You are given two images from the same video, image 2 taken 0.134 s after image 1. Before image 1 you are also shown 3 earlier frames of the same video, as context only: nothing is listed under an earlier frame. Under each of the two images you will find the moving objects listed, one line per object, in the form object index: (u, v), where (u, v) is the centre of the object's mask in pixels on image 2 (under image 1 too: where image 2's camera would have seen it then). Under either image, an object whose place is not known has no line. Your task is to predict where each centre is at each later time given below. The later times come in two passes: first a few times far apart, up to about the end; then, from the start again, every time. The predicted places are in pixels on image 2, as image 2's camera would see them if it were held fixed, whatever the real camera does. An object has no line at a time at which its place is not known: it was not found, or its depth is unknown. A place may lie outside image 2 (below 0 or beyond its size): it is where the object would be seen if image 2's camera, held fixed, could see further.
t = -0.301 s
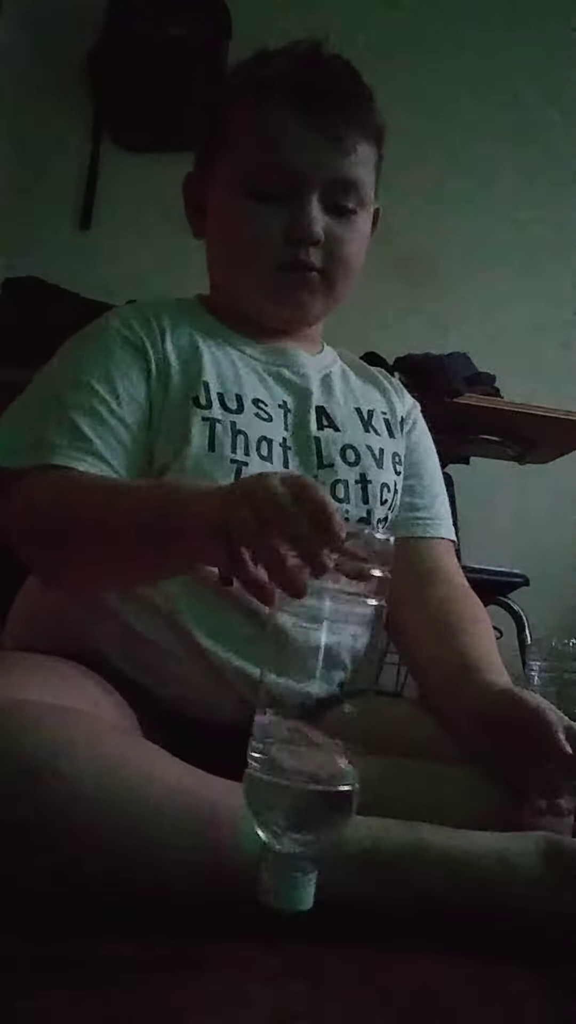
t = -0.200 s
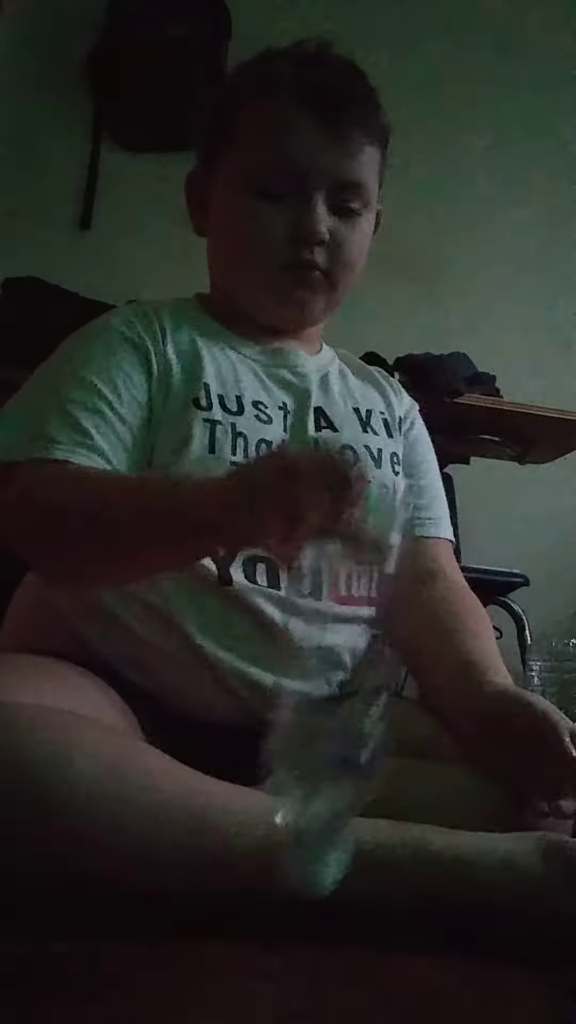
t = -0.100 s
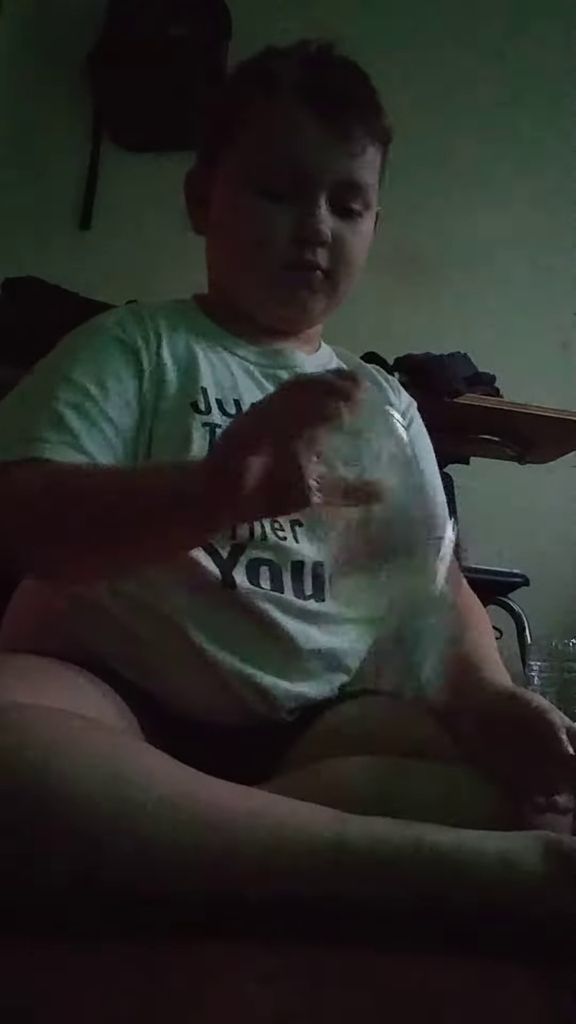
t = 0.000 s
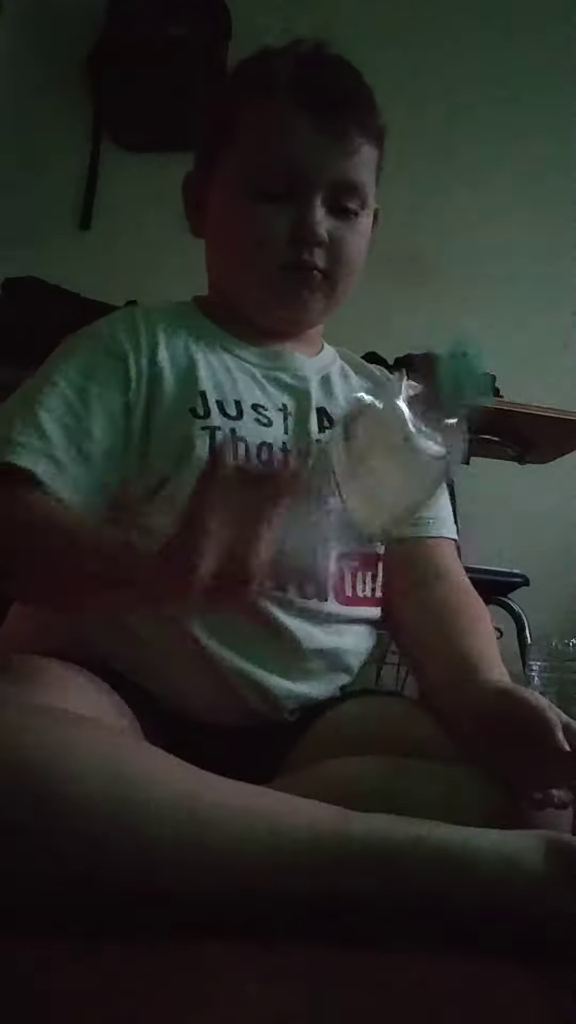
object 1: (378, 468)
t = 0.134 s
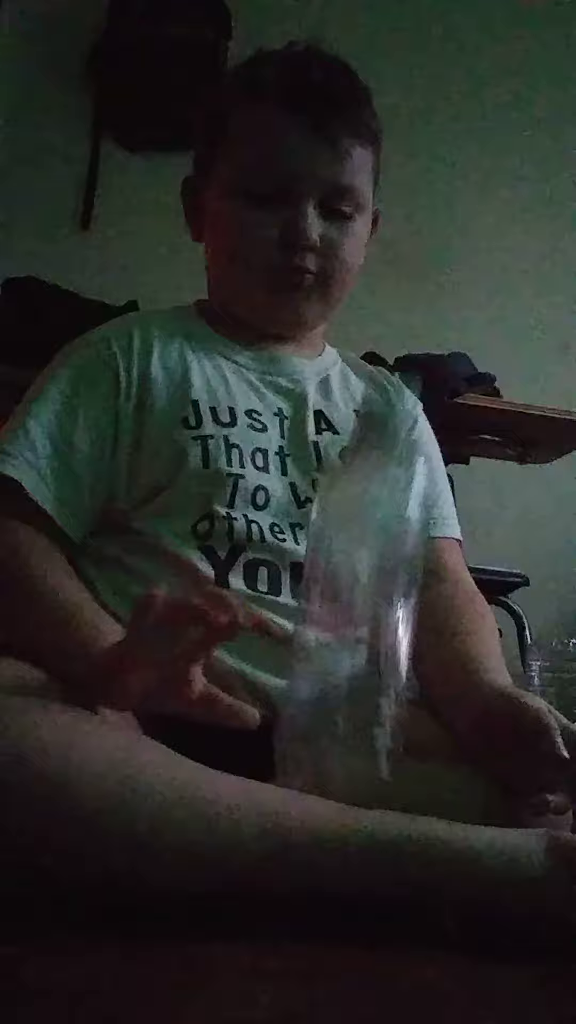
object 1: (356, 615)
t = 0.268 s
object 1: (333, 827)
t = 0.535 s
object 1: (349, 843)
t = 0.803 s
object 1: (358, 868)
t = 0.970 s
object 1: (358, 871)
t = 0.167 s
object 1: (352, 673)
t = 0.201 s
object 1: (346, 776)
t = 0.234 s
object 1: (338, 802)
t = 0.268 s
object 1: (333, 827)
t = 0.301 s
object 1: (327, 842)
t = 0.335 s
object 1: (325, 838)
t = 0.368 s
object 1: (326, 839)
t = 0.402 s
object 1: (330, 839)
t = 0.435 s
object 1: (332, 840)
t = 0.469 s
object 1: (337, 841)
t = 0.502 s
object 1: (344, 842)
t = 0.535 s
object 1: (349, 843)
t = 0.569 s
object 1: (351, 847)
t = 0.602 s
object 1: (352, 850)
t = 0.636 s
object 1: (354, 856)
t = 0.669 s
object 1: (358, 861)
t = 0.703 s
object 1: (359, 863)
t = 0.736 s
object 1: (360, 867)
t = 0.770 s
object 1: (358, 867)
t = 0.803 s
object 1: (358, 868)
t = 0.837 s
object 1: (358, 870)
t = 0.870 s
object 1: (358, 871)
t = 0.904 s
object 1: (358, 870)
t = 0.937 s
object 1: (358, 871)
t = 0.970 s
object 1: (358, 871)
